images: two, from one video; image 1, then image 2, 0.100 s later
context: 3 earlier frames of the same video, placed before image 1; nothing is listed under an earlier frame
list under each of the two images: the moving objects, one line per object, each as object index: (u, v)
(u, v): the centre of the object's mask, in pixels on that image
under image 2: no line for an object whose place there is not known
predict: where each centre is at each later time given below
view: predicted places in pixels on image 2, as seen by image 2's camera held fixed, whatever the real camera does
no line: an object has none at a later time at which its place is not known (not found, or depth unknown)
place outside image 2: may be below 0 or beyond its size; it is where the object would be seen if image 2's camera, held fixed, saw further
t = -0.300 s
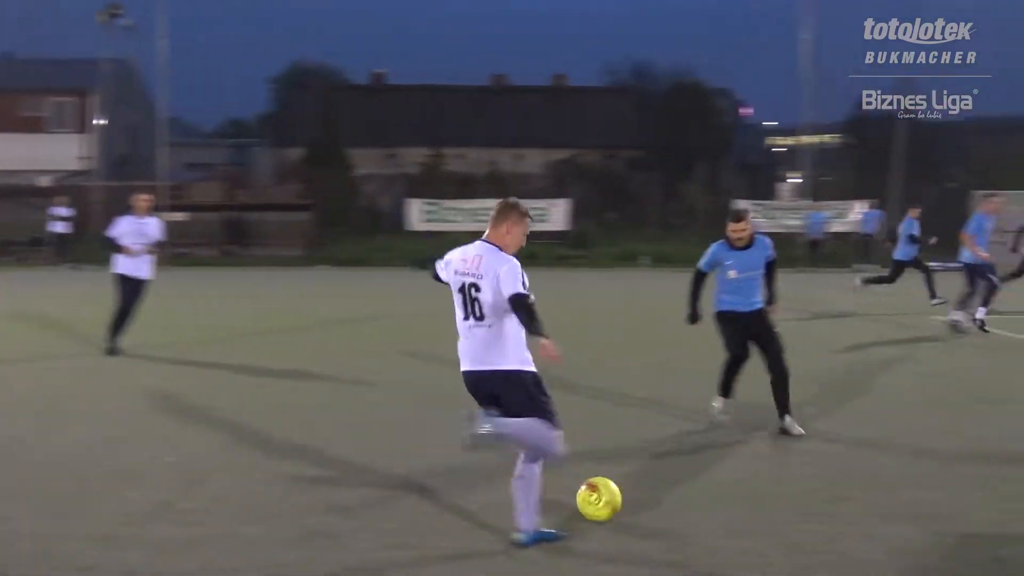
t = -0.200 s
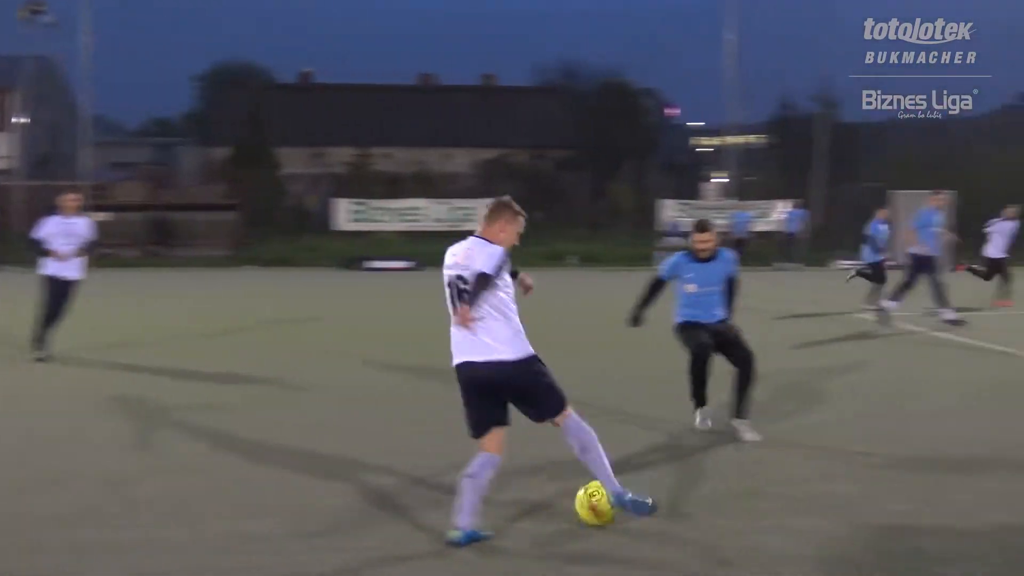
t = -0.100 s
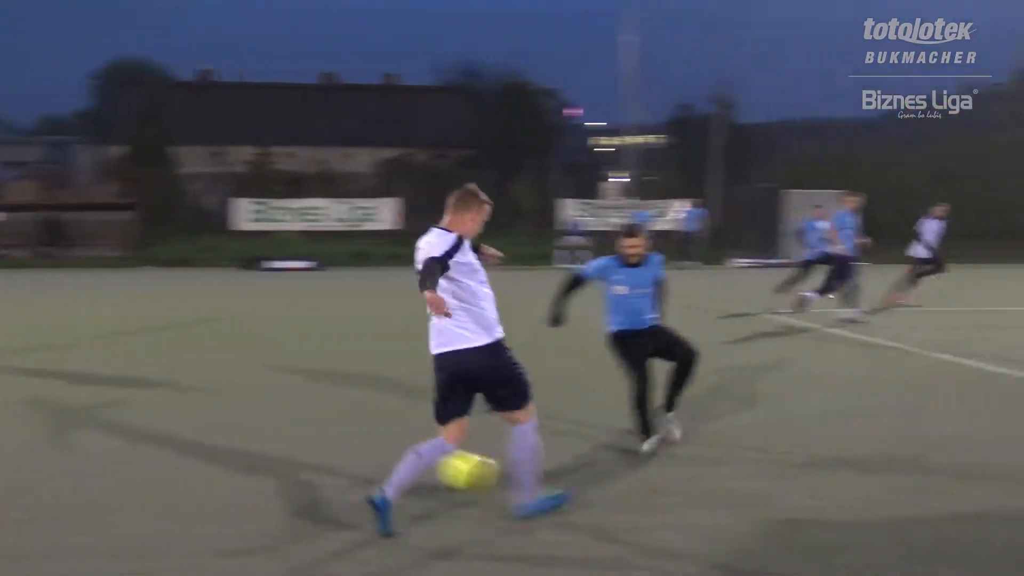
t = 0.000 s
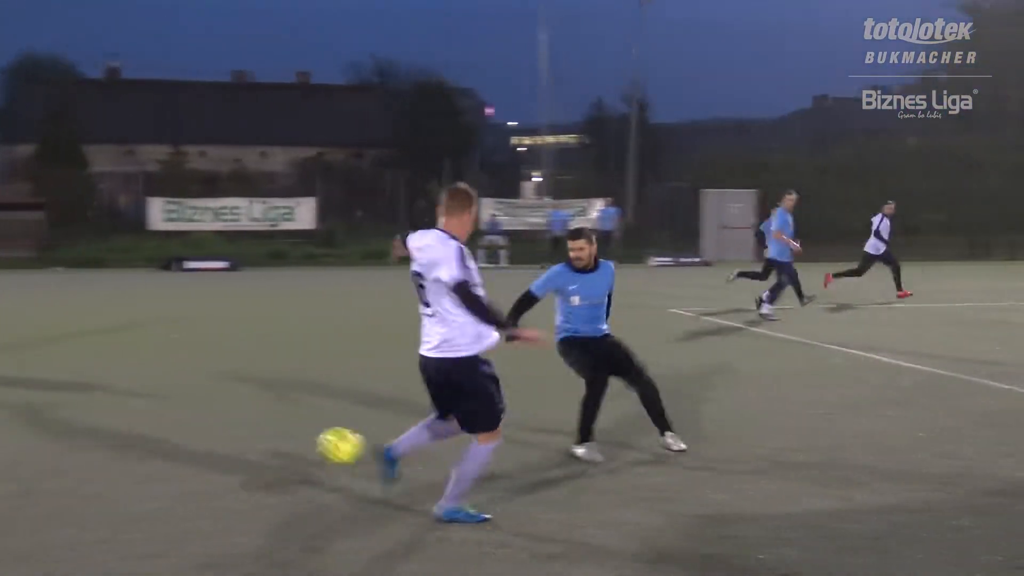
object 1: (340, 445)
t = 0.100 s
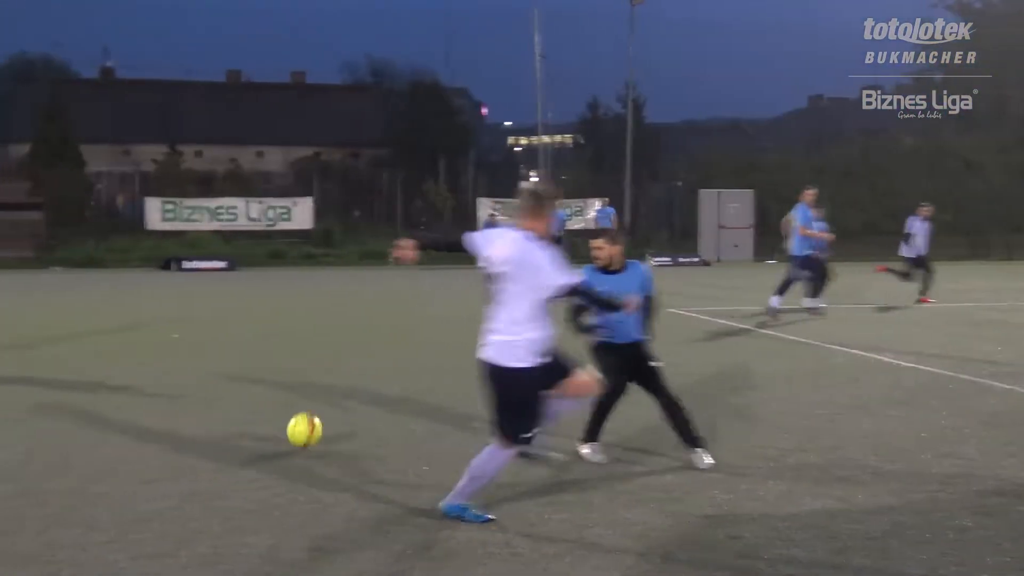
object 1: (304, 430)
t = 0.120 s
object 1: (298, 425)
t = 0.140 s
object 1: (292, 421)
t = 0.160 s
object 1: (287, 416)
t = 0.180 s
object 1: (279, 412)
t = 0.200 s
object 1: (276, 409)
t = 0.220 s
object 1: (275, 408)
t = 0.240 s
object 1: (271, 406)
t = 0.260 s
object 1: (270, 403)
